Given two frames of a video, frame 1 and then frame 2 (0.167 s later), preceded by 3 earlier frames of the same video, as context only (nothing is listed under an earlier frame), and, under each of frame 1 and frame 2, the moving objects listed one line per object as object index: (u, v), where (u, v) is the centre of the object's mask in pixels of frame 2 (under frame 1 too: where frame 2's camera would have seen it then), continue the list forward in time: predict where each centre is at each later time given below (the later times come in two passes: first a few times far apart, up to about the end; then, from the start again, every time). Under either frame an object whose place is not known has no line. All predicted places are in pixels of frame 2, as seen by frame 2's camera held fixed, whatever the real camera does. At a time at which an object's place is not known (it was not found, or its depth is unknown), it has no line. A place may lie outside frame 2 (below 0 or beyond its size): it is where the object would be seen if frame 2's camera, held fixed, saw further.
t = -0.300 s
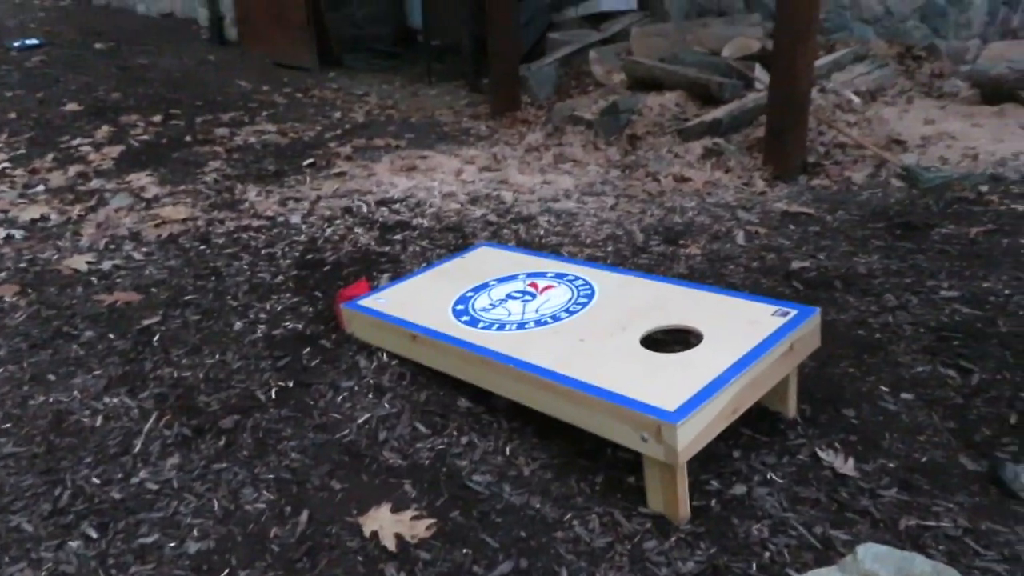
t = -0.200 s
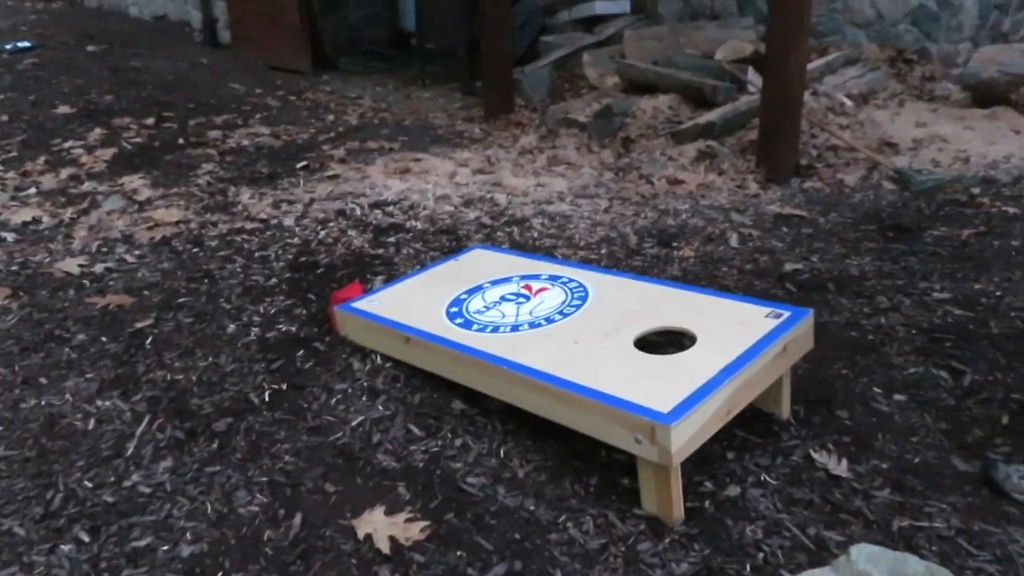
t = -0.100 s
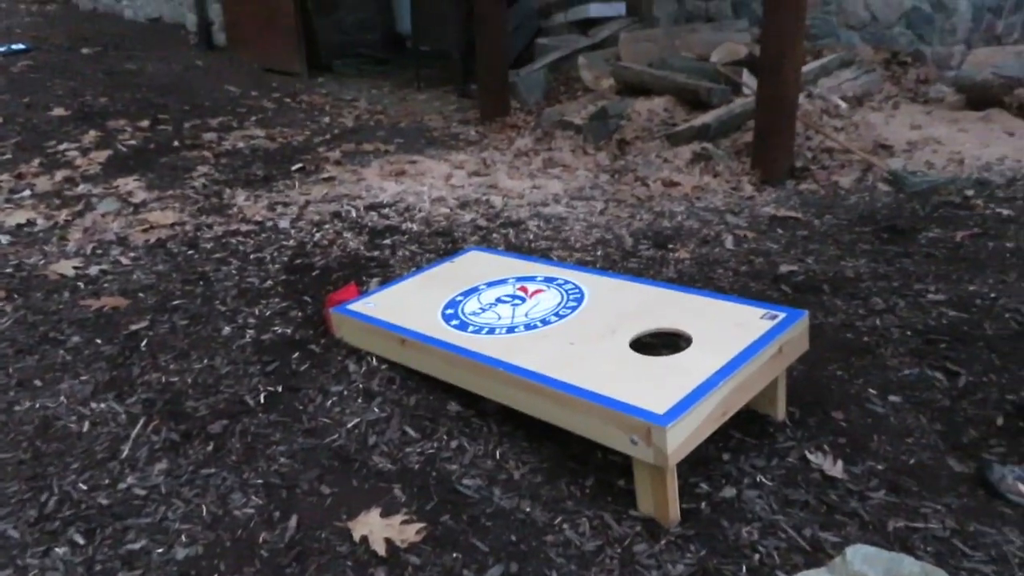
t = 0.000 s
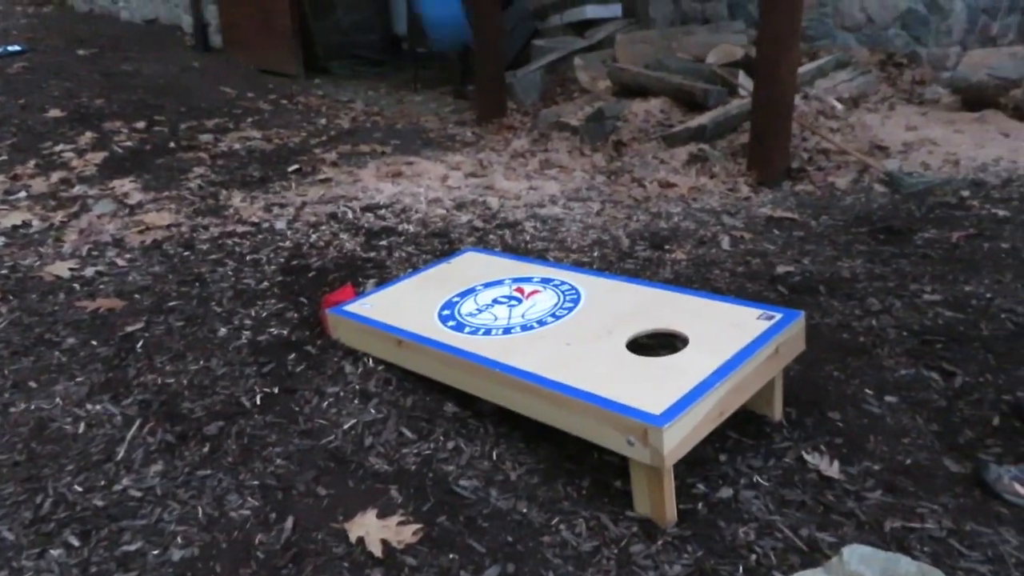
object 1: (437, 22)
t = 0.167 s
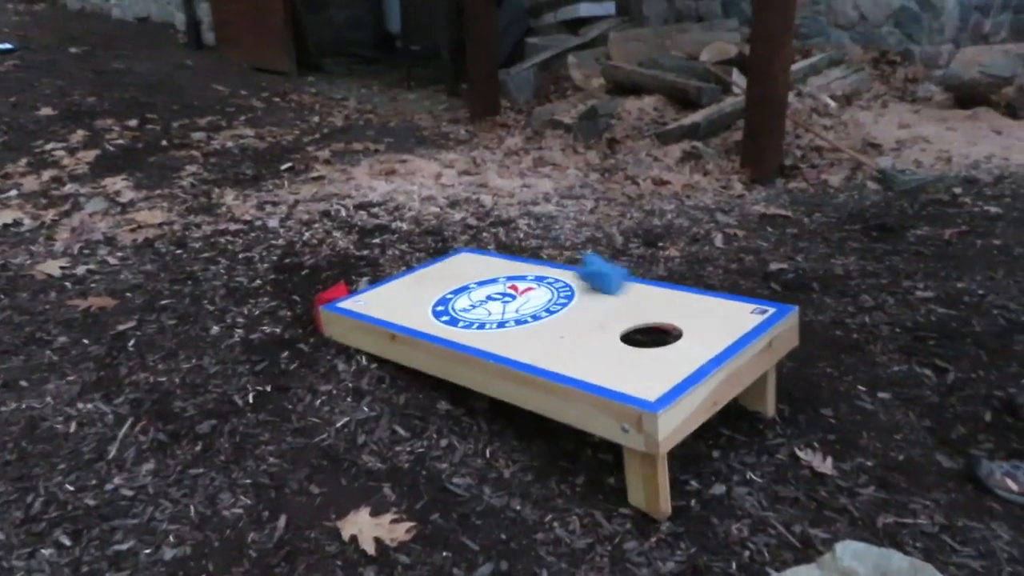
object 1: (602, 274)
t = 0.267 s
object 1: (642, 293)
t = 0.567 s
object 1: (671, 333)
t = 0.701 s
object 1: (656, 342)
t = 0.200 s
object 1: (616, 279)
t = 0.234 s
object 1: (629, 285)
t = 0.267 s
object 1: (642, 293)
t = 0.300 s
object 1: (655, 301)
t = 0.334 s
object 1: (666, 310)
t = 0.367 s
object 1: (676, 320)
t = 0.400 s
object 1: (680, 325)
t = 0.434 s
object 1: (678, 327)
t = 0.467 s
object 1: (676, 329)
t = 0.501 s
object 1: (674, 330)
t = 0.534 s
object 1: (672, 331)
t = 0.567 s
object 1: (671, 333)
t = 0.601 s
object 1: (669, 334)
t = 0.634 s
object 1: (667, 335)
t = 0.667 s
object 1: (663, 338)
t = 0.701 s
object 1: (656, 342)
